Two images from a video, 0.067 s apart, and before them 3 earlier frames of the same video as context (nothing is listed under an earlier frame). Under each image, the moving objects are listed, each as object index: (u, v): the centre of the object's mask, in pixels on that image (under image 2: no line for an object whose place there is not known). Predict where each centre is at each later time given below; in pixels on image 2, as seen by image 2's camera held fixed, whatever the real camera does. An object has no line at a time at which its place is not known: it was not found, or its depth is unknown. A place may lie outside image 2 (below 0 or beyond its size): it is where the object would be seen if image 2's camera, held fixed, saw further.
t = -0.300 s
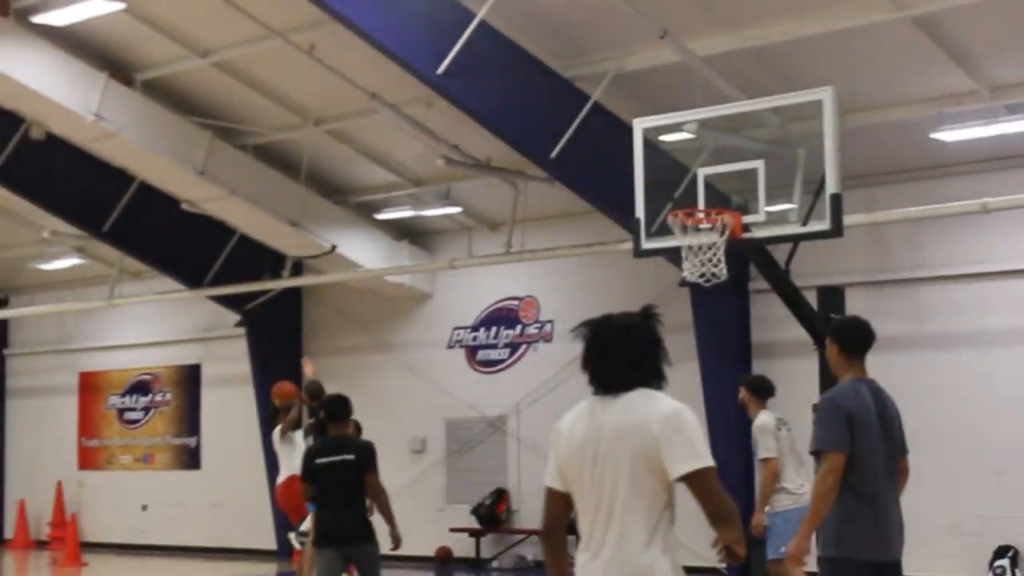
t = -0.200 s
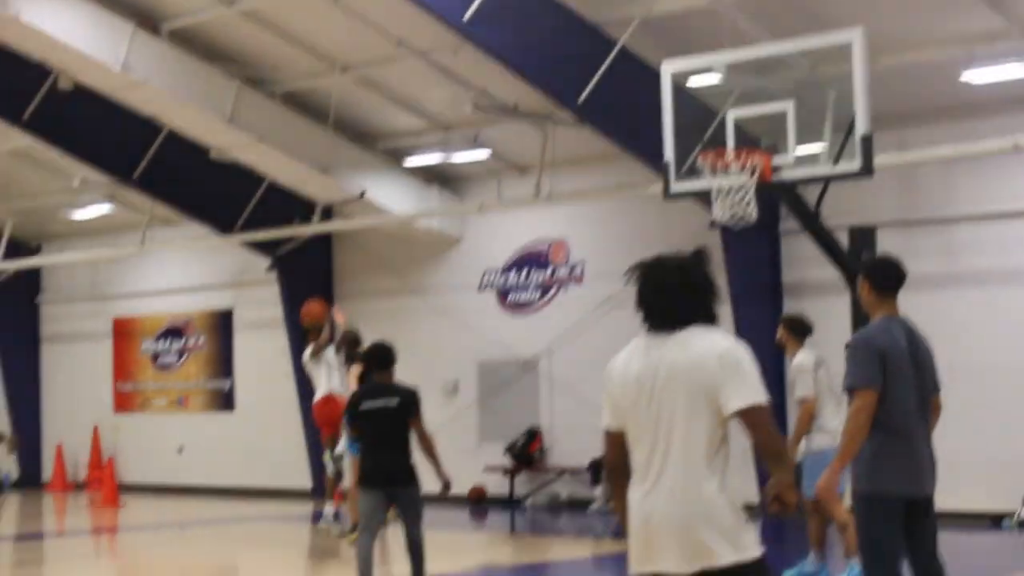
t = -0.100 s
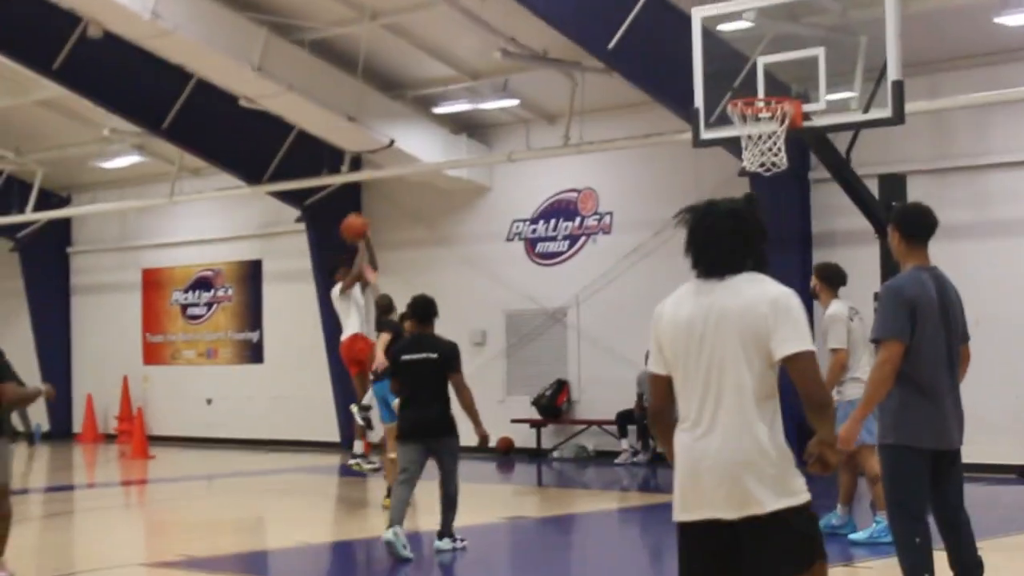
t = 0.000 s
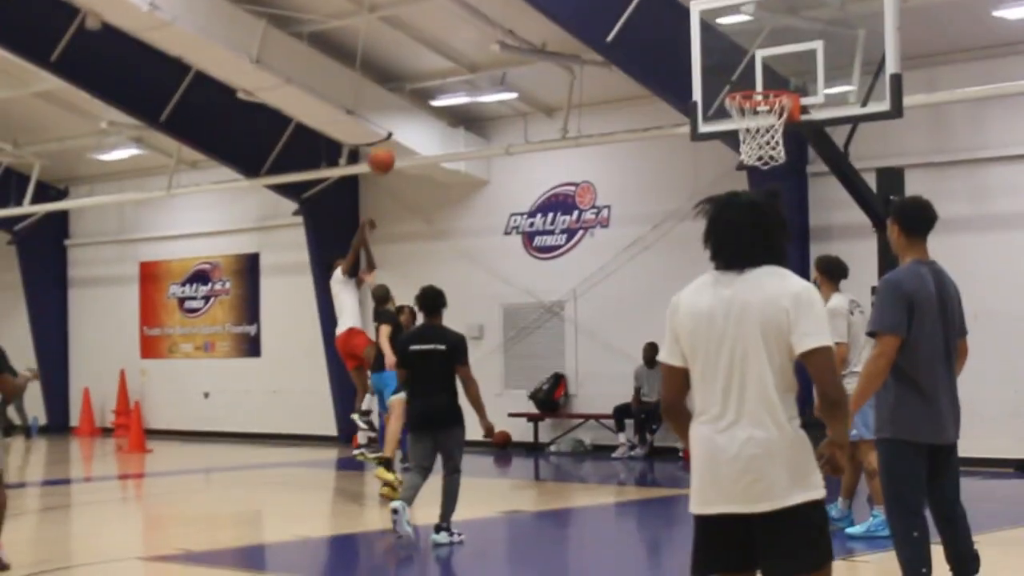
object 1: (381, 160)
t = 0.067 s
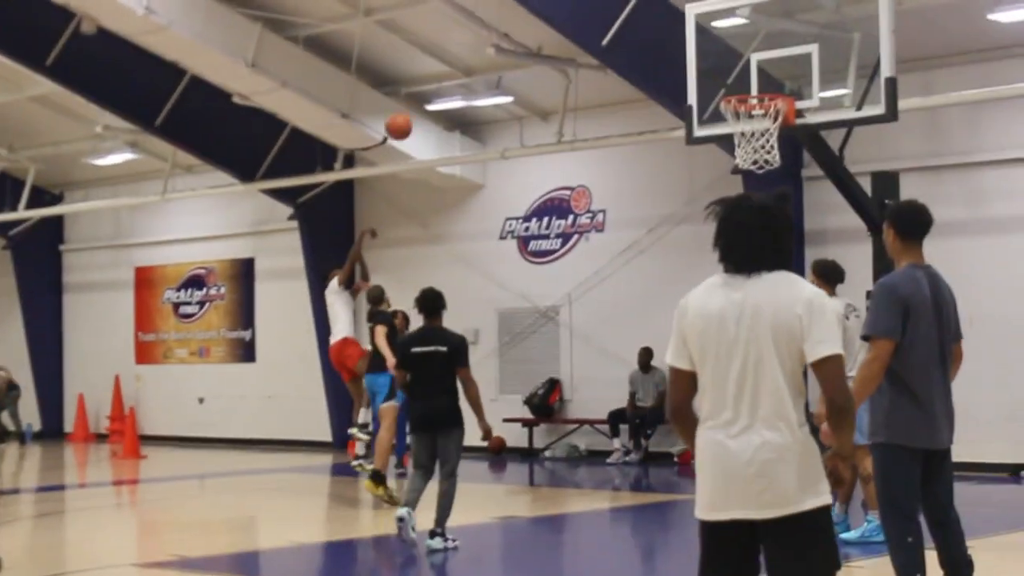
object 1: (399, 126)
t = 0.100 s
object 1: (410, 108)
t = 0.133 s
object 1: (421, 92)
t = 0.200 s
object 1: (445, 63)
